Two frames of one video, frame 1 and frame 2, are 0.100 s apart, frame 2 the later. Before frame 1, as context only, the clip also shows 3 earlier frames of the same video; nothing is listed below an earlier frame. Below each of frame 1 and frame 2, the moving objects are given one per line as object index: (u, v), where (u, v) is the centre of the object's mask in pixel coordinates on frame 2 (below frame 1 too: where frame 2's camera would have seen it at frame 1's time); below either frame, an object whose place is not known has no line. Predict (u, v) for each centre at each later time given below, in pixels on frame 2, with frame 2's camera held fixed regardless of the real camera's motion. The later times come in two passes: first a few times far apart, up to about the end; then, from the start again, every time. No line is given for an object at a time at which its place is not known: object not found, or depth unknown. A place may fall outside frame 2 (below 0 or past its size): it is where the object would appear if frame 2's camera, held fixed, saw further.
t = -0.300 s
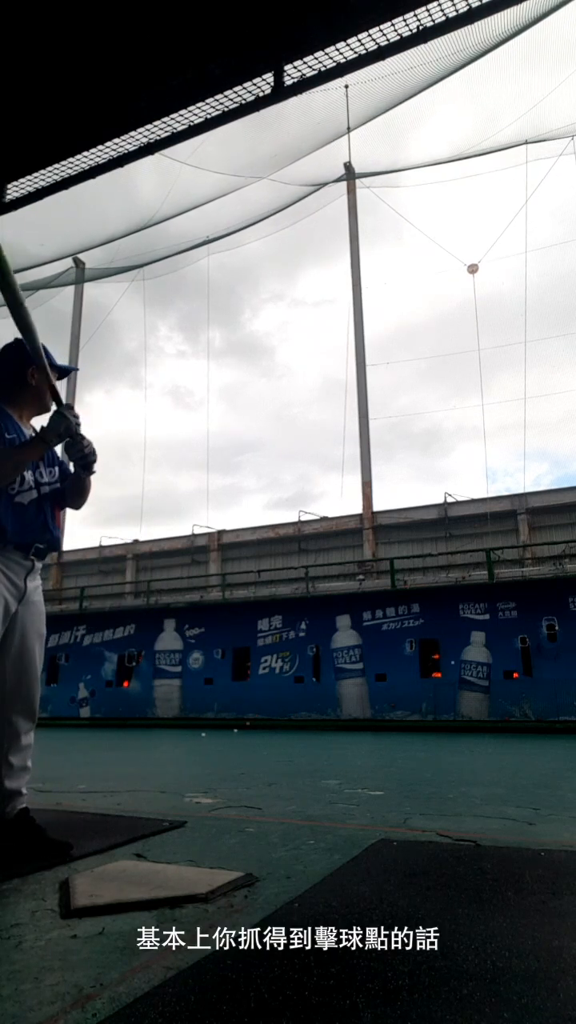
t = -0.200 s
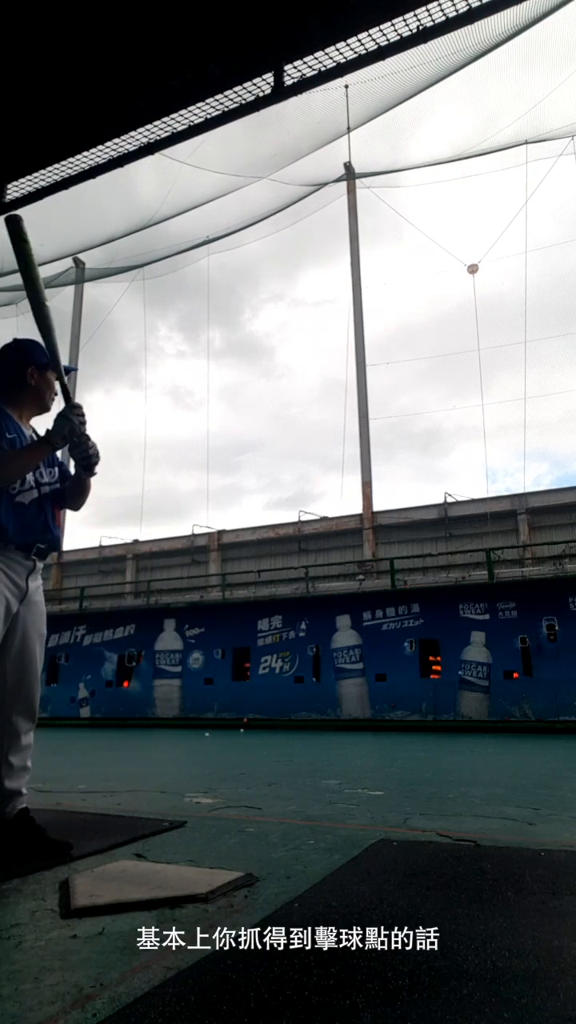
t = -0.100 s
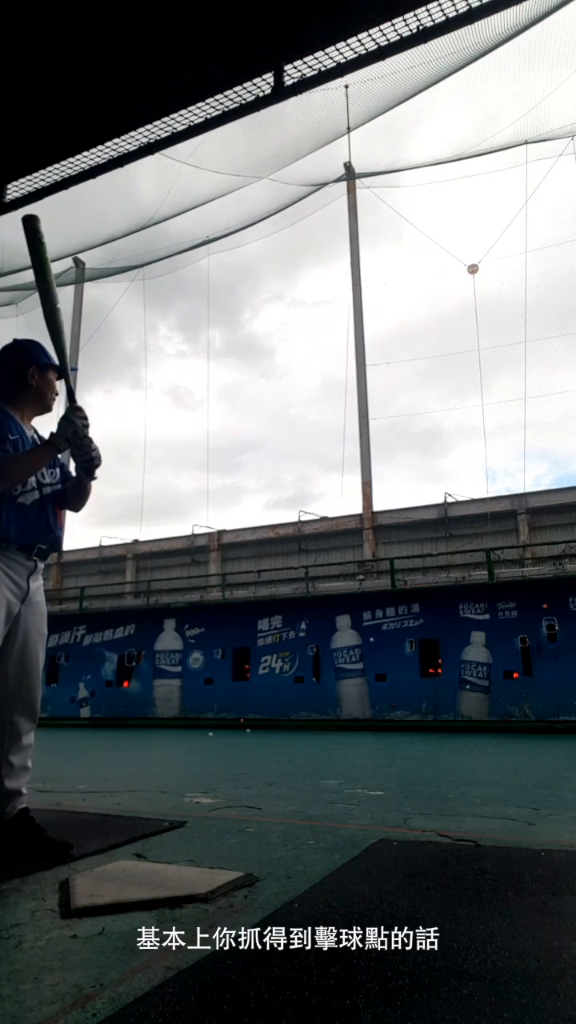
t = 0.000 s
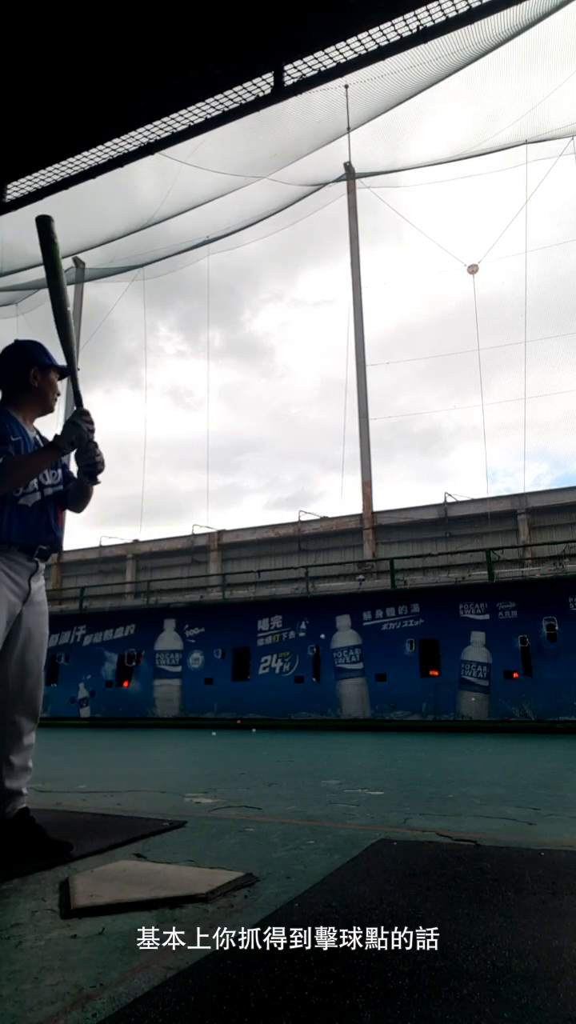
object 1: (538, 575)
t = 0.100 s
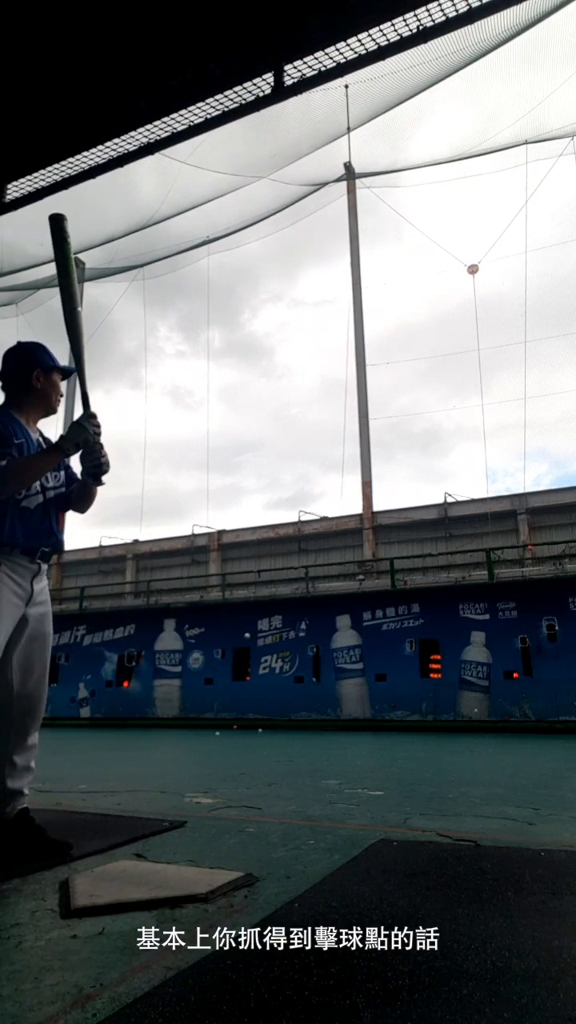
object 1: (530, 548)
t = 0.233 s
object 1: (521, 512)
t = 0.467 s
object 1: (499, 458)
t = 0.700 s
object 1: (474, 417)
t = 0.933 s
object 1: (441, 397)
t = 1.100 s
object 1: (405, 407)
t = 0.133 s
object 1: (527, 539)
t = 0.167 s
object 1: (525, 530)
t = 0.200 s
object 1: (522, 520)
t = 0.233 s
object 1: (521, 512)
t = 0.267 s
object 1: (517, 503)
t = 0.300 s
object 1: (514, 495)
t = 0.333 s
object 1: (511, 488)
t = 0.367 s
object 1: (508, 480)
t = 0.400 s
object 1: (505, 472)
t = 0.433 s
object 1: (502, 465)
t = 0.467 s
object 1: (499, 458)
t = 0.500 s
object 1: (496, 451)
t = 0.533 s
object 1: (493, 445)
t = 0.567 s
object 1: (489, 439)
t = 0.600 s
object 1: (486, 433)
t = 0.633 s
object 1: (482, 427)
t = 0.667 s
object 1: (478, 422)
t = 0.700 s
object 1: (474, 417)
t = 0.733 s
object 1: (471, 413)
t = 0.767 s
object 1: (466, 409)
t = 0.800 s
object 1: (461, 405)
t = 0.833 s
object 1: (457, 402)
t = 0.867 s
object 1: (453, 399)
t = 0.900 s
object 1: (448, 399)
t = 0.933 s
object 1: (441, 397)
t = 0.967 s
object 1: (435, 397)
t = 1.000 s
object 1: (428, 398)
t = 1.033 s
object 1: (421, 399)
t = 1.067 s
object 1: (413, 402)
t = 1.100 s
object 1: (405, 407)
